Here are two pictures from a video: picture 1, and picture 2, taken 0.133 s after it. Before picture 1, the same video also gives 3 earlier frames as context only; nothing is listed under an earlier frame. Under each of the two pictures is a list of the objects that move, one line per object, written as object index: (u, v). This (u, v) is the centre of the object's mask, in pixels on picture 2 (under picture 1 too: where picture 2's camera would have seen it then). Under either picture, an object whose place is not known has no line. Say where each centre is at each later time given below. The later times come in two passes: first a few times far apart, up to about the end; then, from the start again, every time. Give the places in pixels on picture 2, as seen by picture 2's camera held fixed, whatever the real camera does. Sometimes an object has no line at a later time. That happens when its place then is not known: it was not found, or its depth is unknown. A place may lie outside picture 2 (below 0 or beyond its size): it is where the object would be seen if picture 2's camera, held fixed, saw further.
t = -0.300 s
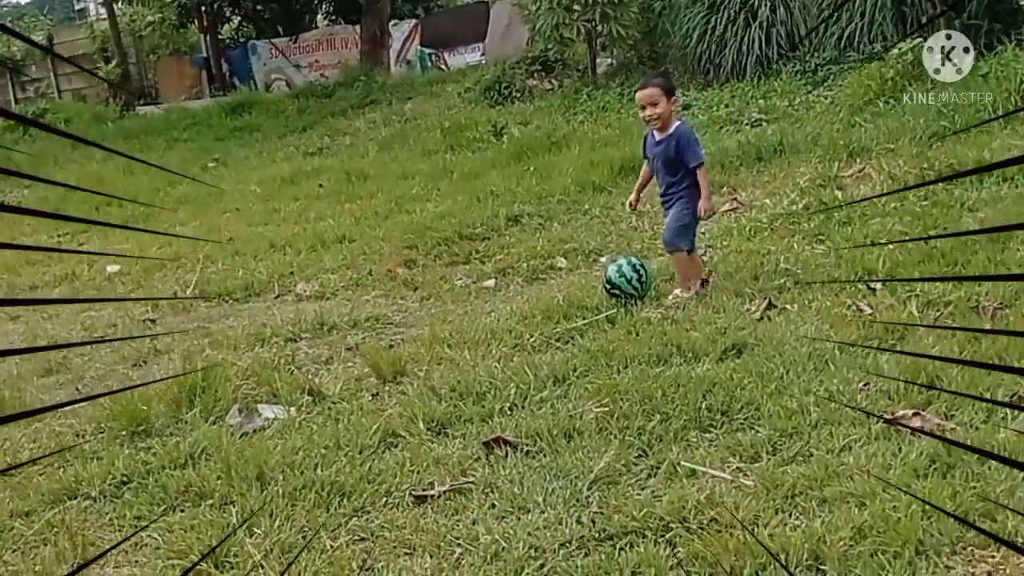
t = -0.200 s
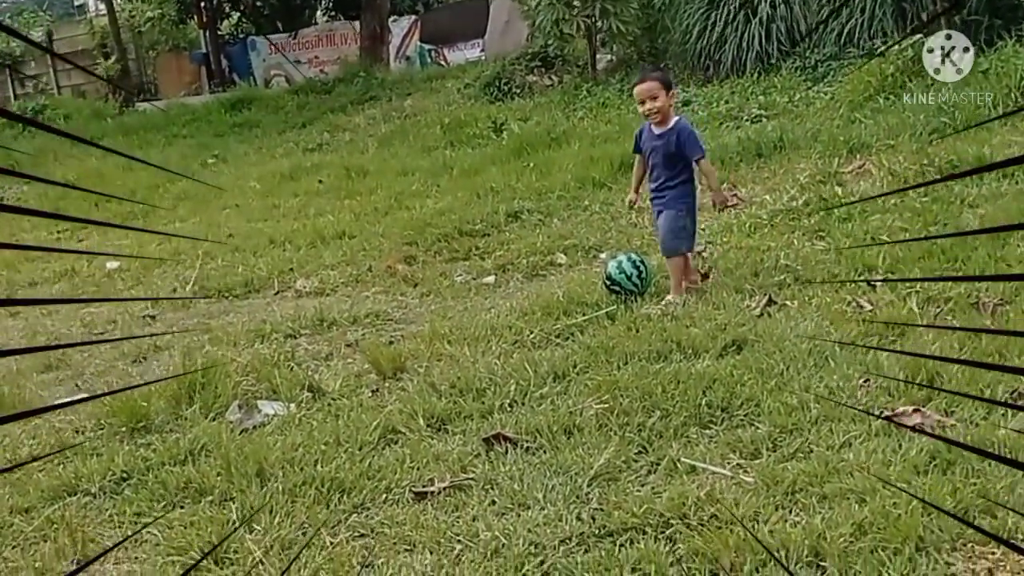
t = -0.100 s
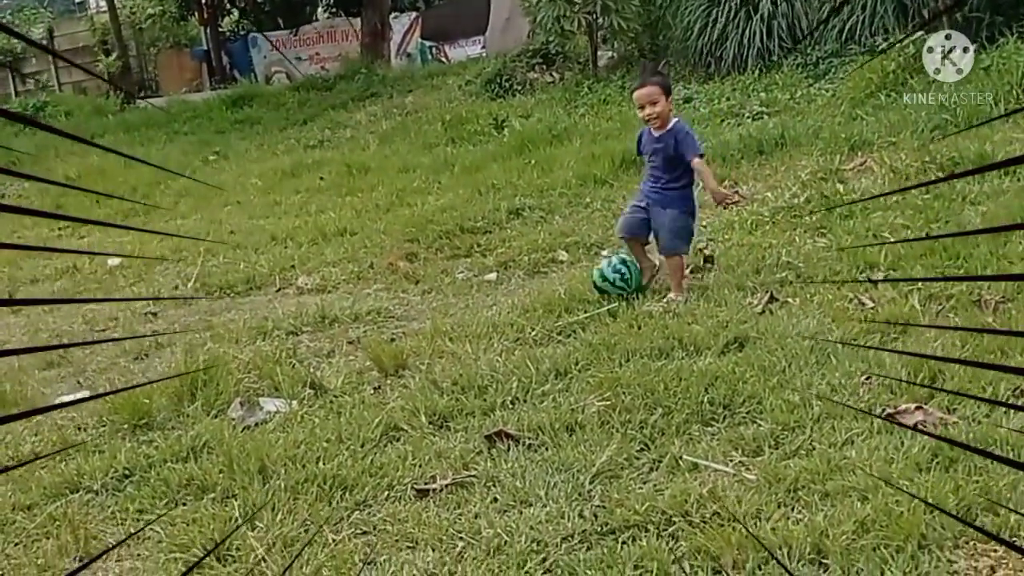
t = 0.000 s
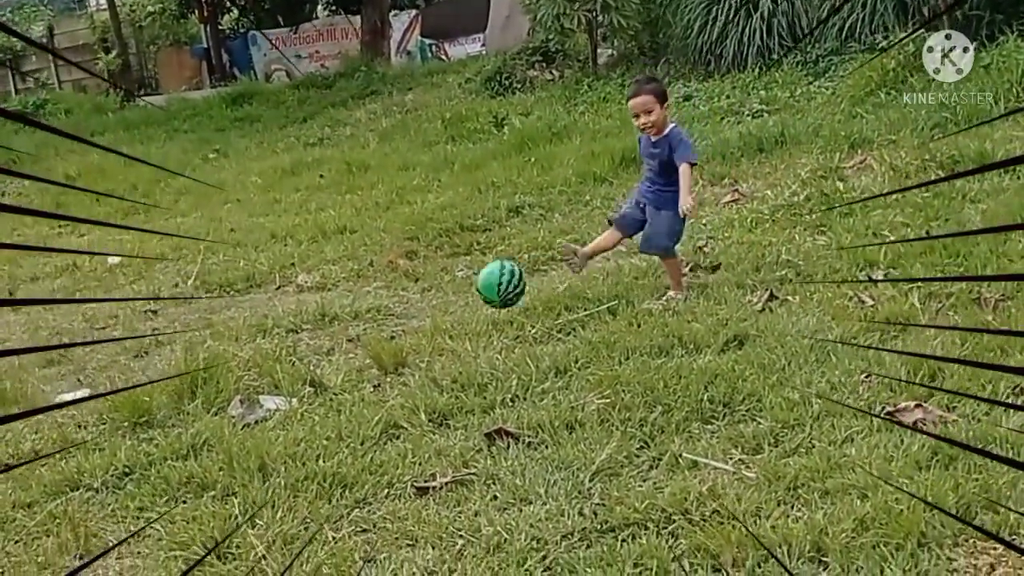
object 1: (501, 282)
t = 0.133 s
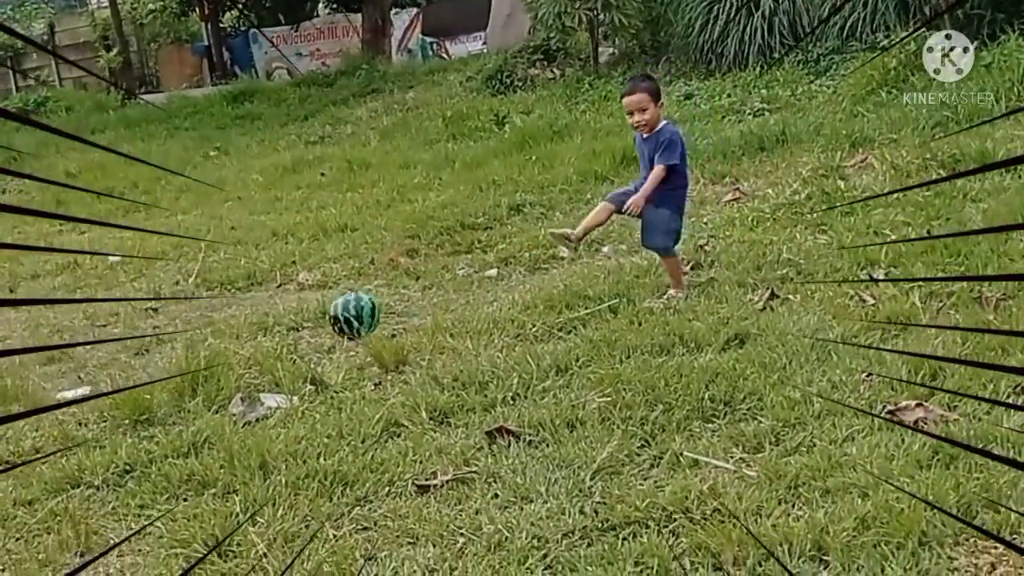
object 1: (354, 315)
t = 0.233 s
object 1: (261, 350)
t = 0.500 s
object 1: (170, 339)
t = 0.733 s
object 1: (132, 378)
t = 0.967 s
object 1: (138, 380)
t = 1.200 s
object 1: (144, 382)
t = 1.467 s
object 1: (143, 385)
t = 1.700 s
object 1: (142, 383)
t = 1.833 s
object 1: (141, 384)
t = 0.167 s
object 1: (319, 331)
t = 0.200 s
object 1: (286, 345)
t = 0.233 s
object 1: (261, 350)
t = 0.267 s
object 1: (236, 349)
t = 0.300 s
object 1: (219, 347)
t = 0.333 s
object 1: (208, 347)
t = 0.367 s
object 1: (201, 342)
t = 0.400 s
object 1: (194, 339)
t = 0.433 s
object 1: (186, 335)
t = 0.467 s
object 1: (177, 335)
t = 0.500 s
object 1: (170, 339)
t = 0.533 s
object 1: (162, 343)
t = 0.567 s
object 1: (155, 350)
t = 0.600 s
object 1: (149, 358)
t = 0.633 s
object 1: (141, 366)
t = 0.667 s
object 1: (139, 373)
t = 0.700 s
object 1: (134, 378)
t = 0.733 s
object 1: (132, 378)
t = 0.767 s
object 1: (132, 377)
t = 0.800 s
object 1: (131, 377)
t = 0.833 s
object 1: (133, 376)
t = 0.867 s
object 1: (133, 376)
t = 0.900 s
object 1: (135, 377)
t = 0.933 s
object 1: (136, 378)
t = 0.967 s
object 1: (138, 380)
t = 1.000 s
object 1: (140, 382)
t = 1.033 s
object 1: (142, 380)
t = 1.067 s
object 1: (143, 382)
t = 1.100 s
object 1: (144, 381)
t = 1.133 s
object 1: (144, 381)
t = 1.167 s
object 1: (144, 382)
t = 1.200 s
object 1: (144, 382)
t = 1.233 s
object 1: (144, 382)
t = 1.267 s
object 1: (144, 384)
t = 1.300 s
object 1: (143, 383)
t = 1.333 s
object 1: (143, 383)
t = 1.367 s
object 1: (143, 383)
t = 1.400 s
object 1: (143, 385)
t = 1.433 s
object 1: (143, 383)
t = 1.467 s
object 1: (143, 385)
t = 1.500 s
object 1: (142, 383)
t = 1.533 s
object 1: (142, 384)
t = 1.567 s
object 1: (142, 383)
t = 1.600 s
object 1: (142, 383)
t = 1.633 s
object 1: (142, 383)
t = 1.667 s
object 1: (142, 384)
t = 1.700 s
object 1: (142, 383)
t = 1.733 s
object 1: (141, 383)
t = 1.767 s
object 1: (141, 383)
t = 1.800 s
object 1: (141, 383)
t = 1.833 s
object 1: (141, 384)
